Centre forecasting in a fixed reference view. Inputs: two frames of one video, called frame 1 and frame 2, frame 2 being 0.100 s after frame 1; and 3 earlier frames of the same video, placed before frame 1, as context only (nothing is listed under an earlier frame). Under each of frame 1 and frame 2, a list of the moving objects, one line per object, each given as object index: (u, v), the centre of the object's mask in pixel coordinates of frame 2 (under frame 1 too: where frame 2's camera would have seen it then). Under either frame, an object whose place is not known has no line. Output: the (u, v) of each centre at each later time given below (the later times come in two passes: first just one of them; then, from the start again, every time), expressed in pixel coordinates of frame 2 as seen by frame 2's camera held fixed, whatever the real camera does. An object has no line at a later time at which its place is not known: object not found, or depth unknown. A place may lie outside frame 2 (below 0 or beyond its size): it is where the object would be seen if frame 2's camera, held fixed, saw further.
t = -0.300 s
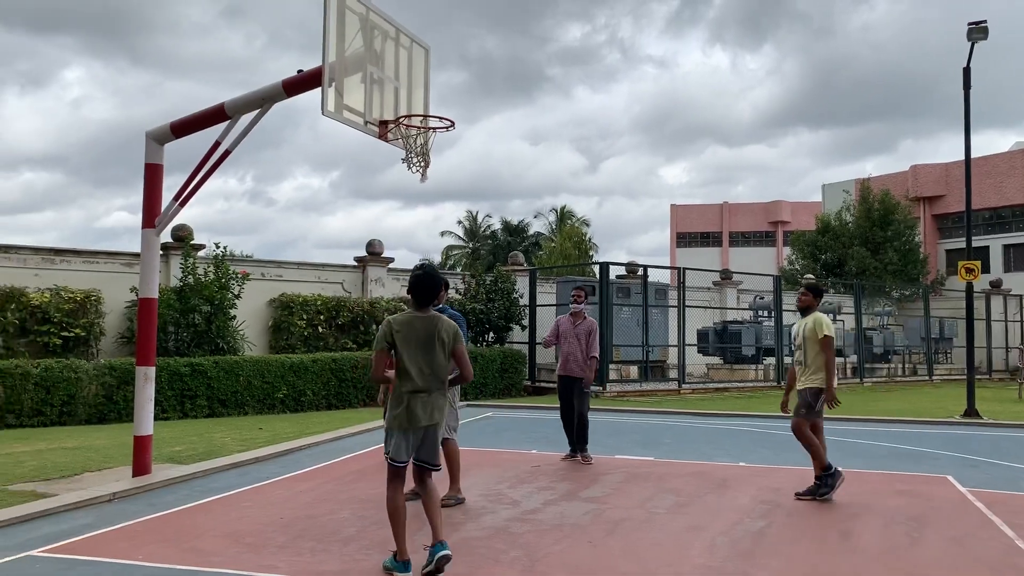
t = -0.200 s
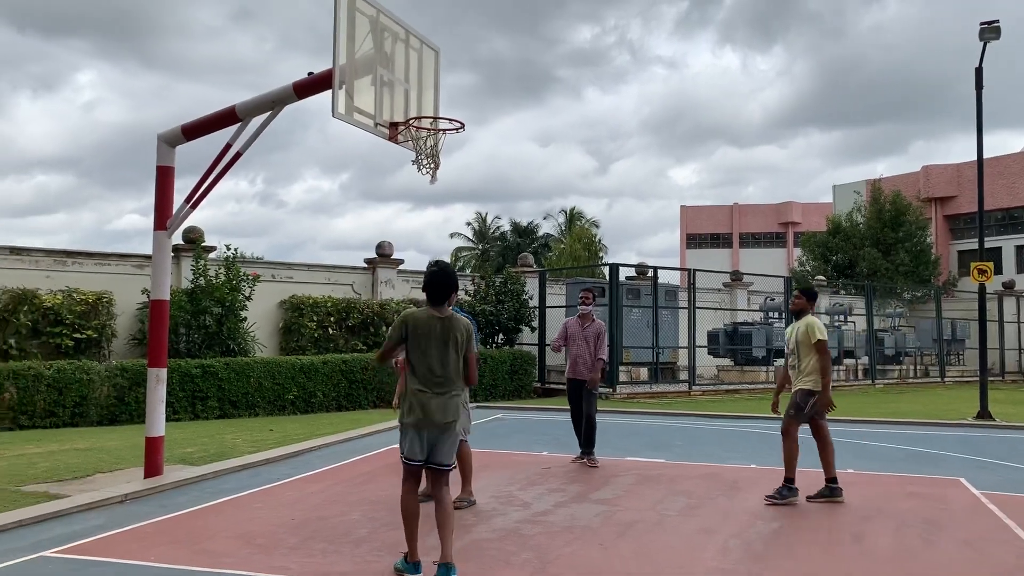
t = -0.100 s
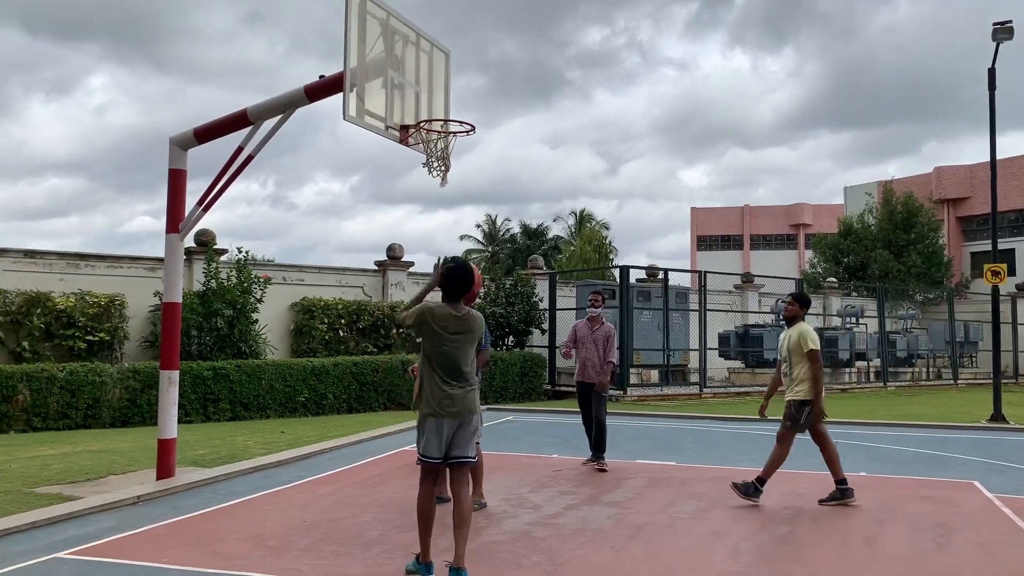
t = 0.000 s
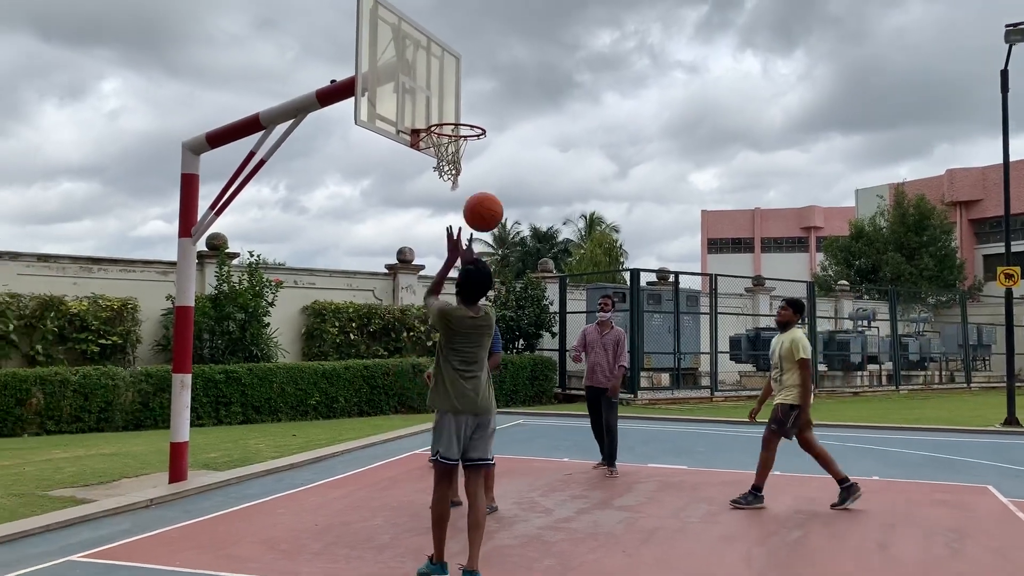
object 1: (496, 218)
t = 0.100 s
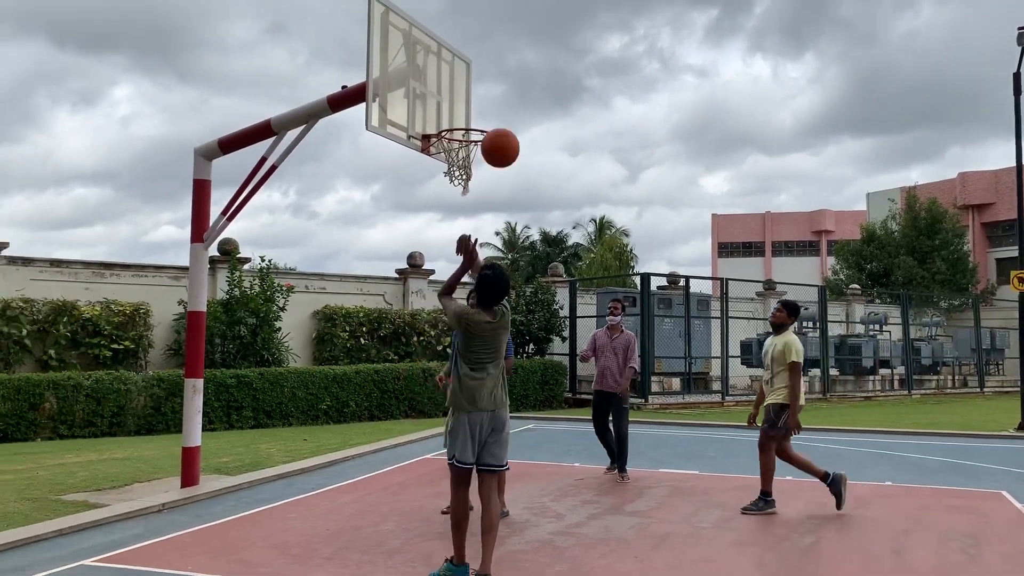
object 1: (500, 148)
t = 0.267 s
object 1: (504, 71)
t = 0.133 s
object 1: (501, 129)
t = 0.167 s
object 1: (502, 112)
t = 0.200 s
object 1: (503, 97)
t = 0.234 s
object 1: (504, 83)
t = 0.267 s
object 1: (504, 71)
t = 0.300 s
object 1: (506, 61)
